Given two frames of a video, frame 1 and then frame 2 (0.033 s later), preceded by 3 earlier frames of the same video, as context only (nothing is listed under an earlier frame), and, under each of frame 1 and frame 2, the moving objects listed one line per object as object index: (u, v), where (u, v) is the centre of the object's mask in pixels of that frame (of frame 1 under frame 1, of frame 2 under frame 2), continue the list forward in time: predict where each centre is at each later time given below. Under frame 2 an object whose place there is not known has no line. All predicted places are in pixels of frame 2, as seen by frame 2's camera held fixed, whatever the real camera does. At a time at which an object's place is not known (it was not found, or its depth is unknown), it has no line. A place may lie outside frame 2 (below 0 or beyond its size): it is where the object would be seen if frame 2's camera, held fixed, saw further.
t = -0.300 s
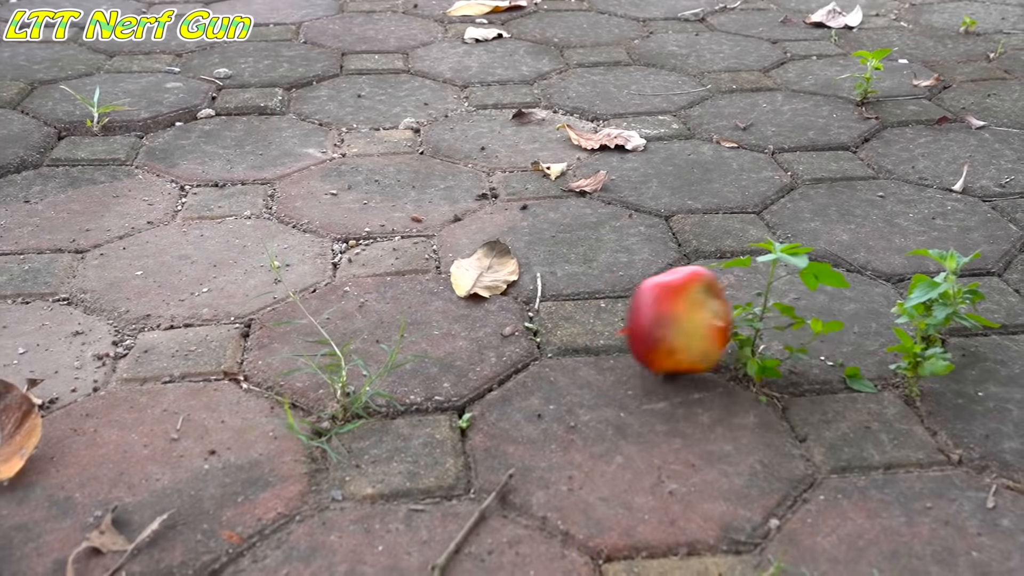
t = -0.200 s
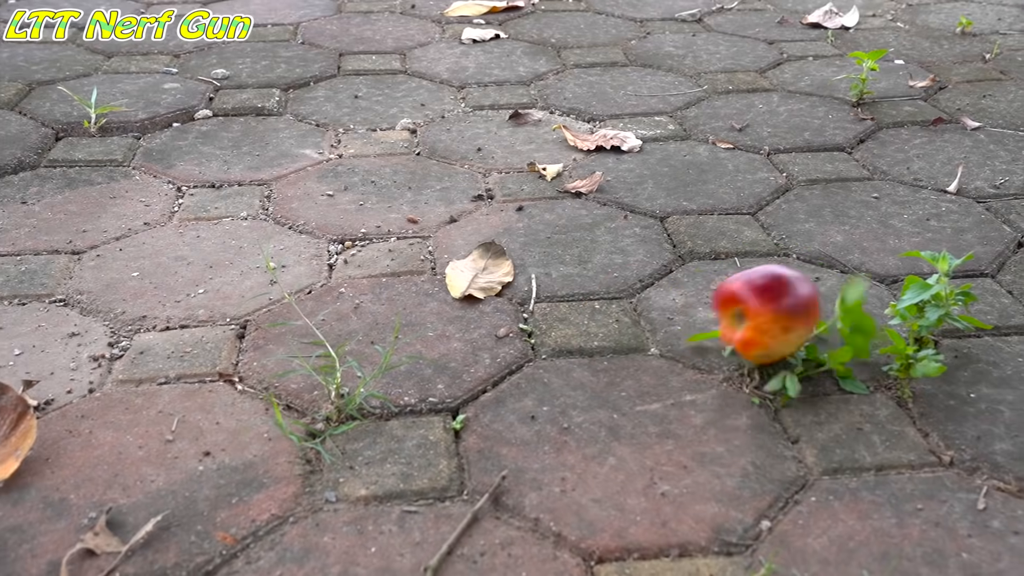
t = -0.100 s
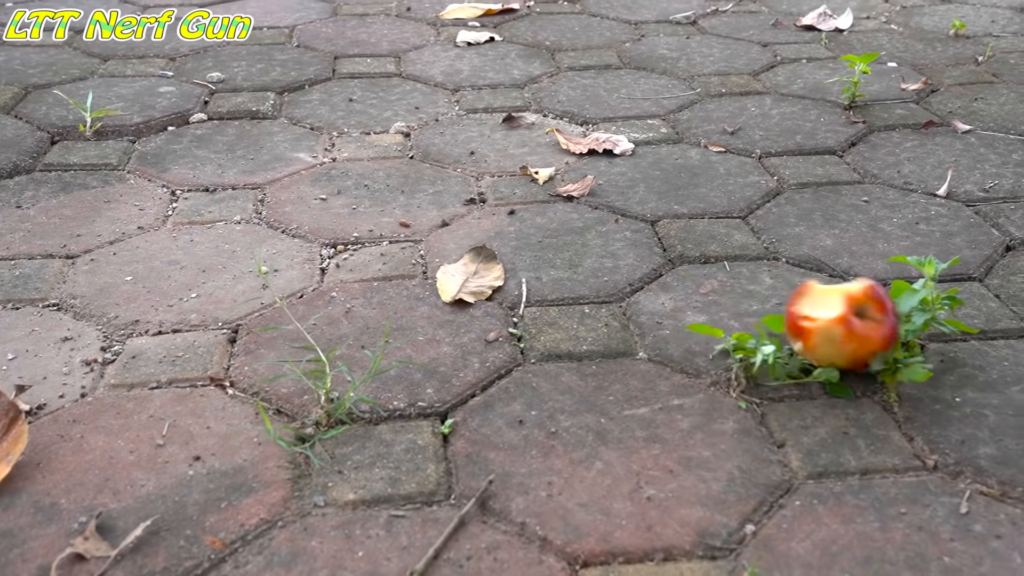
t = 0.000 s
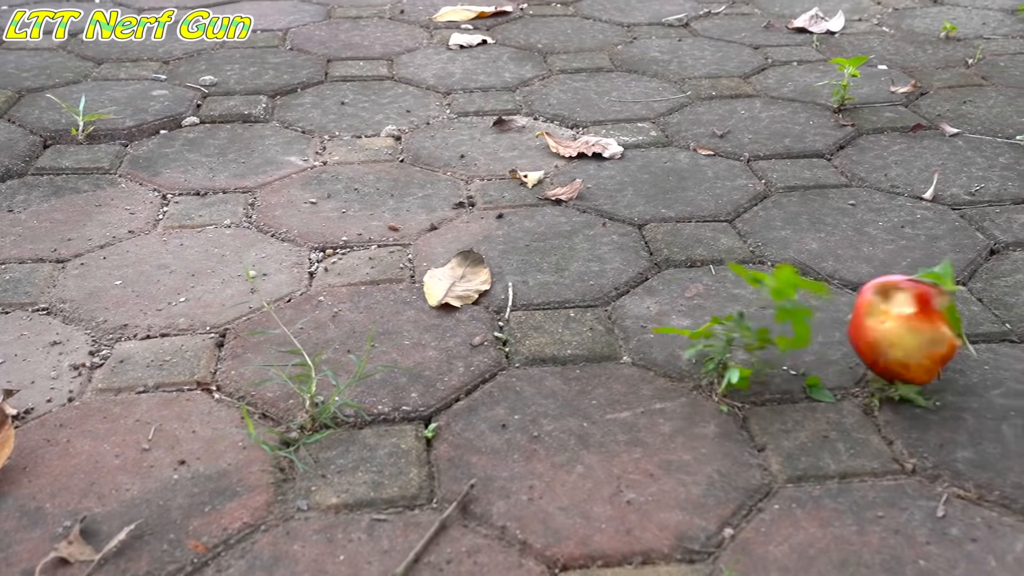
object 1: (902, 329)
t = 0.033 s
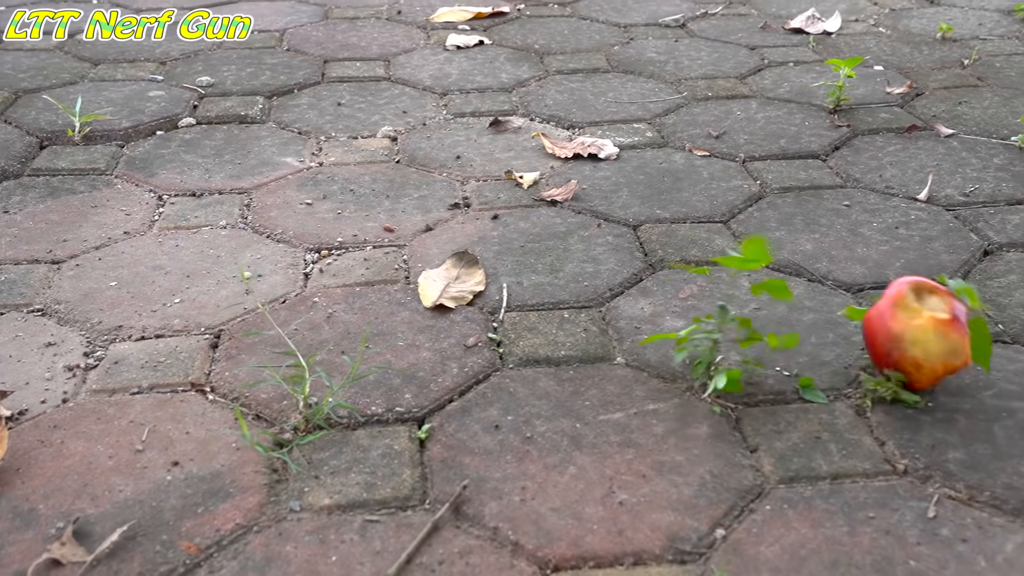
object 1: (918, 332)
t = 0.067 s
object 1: (940, 332)
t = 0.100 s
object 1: (960, 336)
